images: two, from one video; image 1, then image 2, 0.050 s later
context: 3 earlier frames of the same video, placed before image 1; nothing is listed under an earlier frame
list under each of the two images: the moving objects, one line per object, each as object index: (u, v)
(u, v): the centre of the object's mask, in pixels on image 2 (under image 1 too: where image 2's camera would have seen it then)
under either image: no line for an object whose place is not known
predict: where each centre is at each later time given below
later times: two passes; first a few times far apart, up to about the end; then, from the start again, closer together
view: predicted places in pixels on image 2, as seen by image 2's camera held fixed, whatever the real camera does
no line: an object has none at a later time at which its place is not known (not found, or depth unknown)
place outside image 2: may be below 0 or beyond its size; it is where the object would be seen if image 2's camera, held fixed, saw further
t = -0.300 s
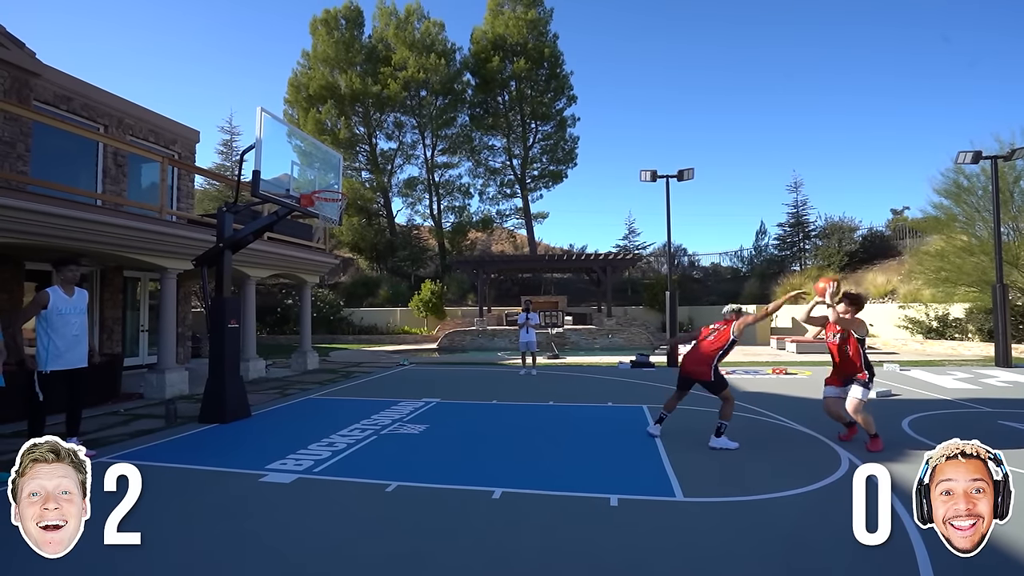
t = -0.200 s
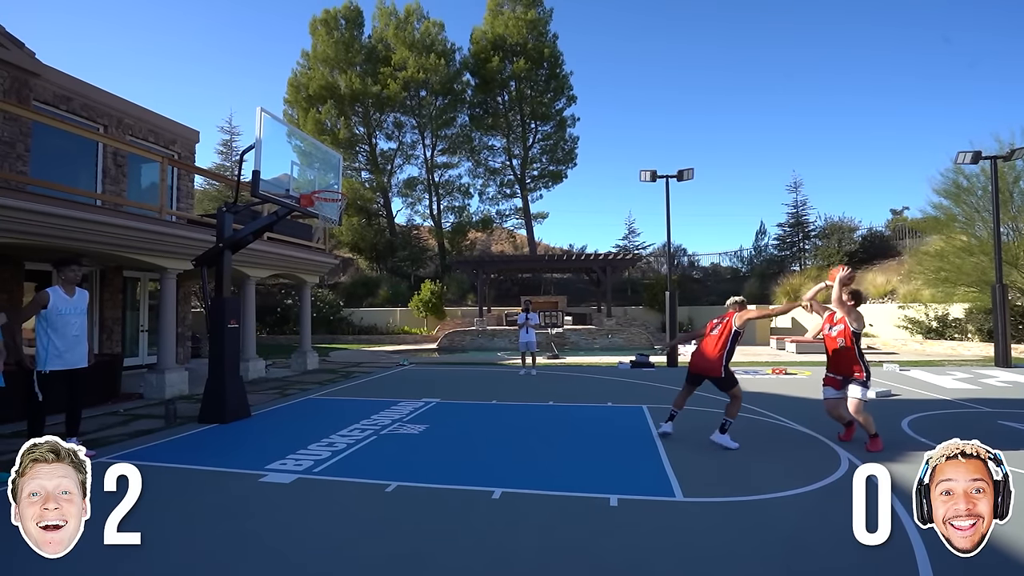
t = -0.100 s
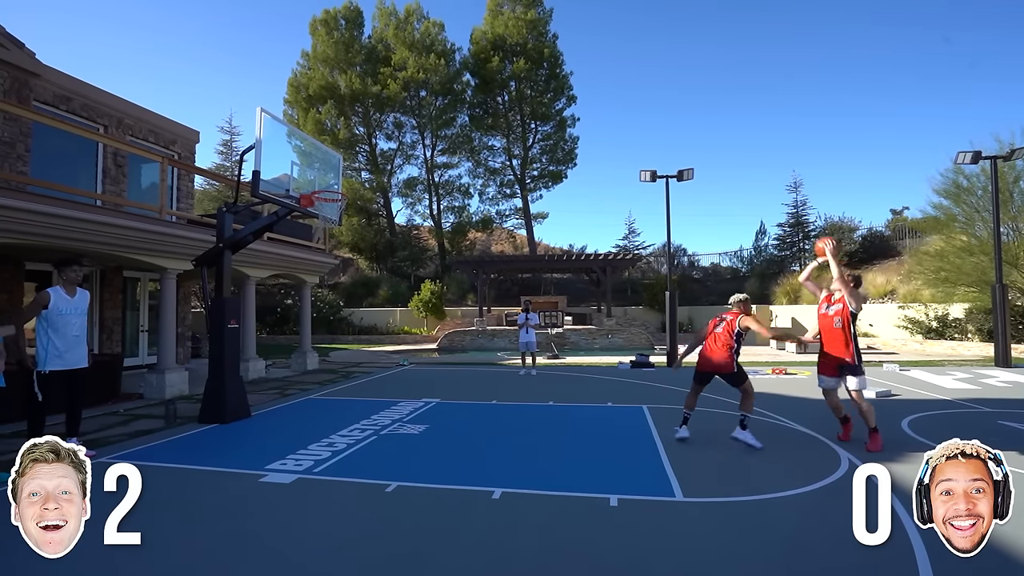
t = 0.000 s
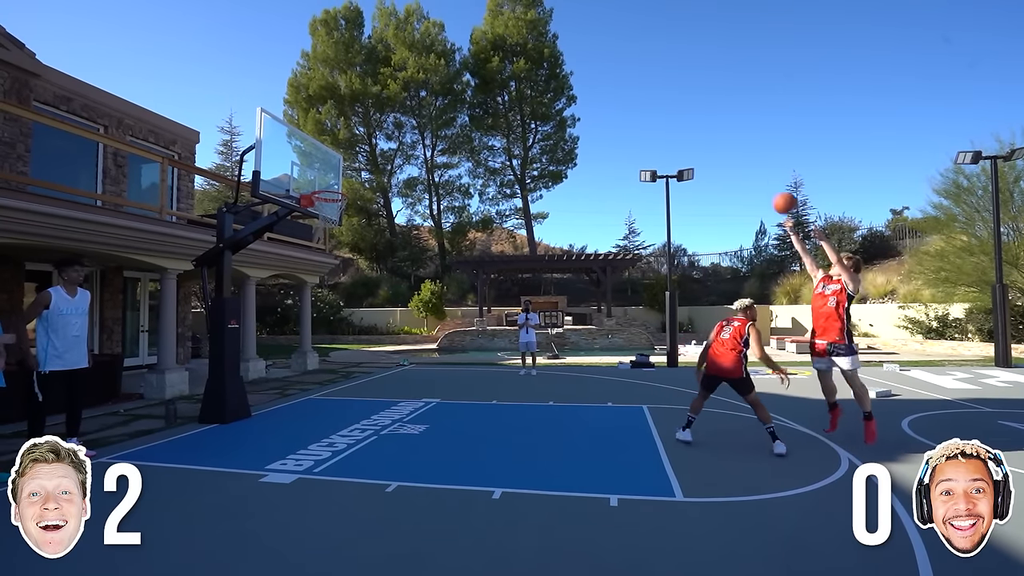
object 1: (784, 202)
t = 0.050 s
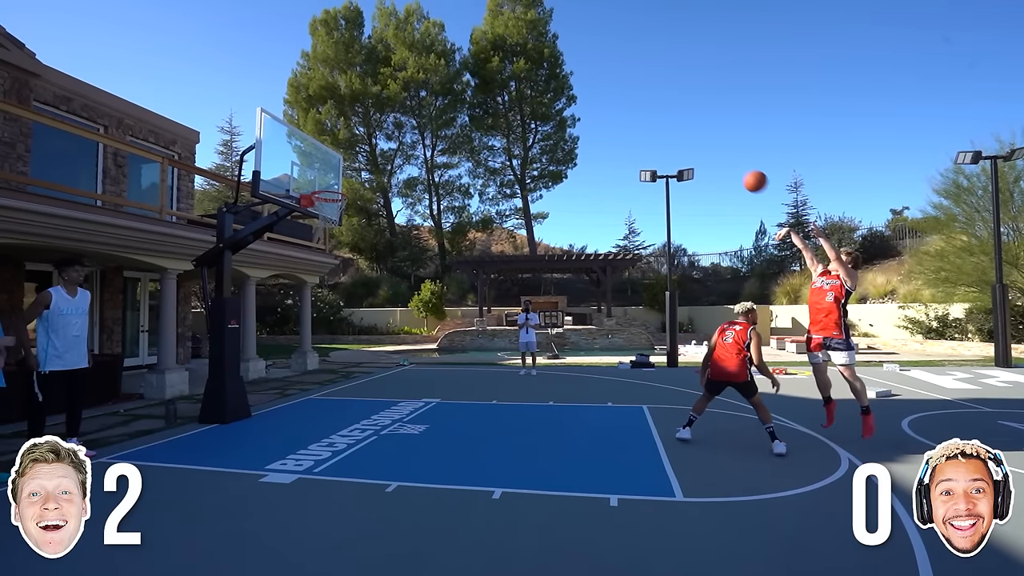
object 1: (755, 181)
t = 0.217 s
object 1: (662, 127)
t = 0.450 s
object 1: (545, 96)
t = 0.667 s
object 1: (451, 108)
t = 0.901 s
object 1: (356, 153)
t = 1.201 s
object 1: (324, 138)
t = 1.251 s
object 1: (327, 128)
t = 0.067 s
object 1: (745, 174)
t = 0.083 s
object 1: (735, 168)
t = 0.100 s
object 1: (726, 162)
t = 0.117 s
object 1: (716, 156)
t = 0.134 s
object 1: (707, 150)
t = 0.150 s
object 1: (698, 145)
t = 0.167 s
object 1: (689, 140)
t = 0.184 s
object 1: (679, 135)
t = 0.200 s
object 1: (671, 131)
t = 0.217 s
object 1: (662, 127)
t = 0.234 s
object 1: (653, 123)
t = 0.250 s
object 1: (645, 120)
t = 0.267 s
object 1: (636, 116)
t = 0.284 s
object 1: (627, 113)
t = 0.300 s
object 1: (619, 111)
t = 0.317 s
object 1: (610, 108)
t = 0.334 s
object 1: (602, 106)
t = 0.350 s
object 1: (593, 103)
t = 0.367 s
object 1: (585, 102)
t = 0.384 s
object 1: (577, 100)
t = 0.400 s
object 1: (569, 99)
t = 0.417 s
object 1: (560, 98)
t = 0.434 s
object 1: (553, 97)
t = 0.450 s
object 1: (545, 96)
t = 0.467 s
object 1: (537, 96)
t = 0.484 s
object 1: (531, 96)
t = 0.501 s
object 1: (521, 95)
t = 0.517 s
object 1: (514, 95)
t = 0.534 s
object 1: (508, 96)
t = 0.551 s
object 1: (502, 97)
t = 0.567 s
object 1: (493, 98)
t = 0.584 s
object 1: (488, 98)
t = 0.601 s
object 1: (479, 99)
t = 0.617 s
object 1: (473, 101)
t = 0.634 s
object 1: (464, 104)
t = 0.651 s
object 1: (458, 106)
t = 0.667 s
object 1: (451, 108)
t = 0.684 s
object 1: (444, 109)
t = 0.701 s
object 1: (436, 111)
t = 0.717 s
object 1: (430, 114)
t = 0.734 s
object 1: (423, 117)
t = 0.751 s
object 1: (416, 119)
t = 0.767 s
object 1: (410, 122)
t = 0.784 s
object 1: (403, 126)
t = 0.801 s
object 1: (396, 129)
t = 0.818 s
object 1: (390, 133)
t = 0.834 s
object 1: (383, 136)
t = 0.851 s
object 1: (376, 141)
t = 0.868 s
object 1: (369, 144)
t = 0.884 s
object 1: (363, 148)
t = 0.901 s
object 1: (356, 153)
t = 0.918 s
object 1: (350, 158)
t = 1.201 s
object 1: (324, 138)
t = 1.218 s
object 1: (325, 135)
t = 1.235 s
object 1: (326, 132)
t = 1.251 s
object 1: (327, 128)
